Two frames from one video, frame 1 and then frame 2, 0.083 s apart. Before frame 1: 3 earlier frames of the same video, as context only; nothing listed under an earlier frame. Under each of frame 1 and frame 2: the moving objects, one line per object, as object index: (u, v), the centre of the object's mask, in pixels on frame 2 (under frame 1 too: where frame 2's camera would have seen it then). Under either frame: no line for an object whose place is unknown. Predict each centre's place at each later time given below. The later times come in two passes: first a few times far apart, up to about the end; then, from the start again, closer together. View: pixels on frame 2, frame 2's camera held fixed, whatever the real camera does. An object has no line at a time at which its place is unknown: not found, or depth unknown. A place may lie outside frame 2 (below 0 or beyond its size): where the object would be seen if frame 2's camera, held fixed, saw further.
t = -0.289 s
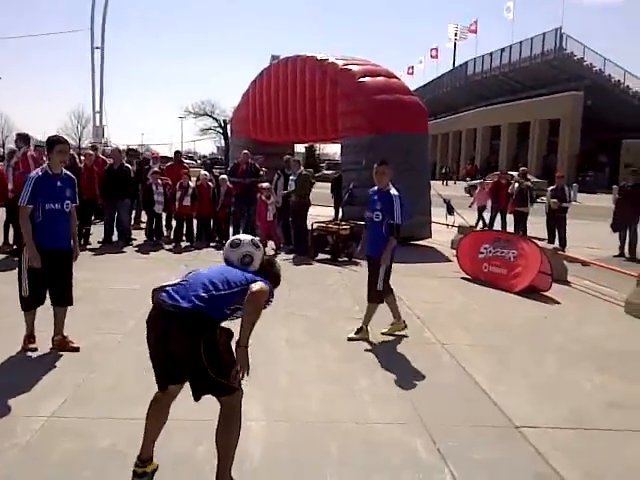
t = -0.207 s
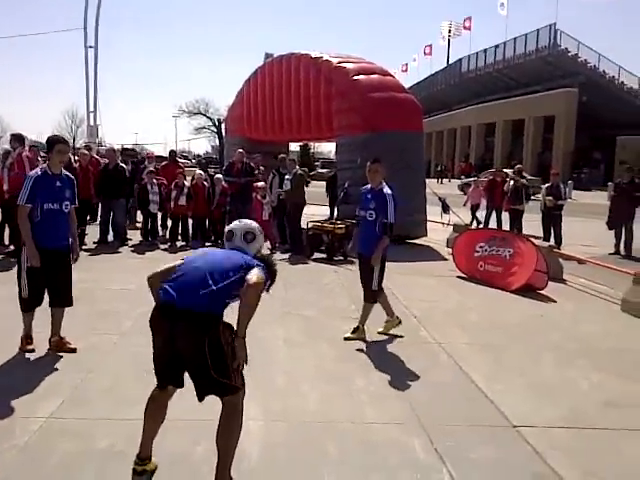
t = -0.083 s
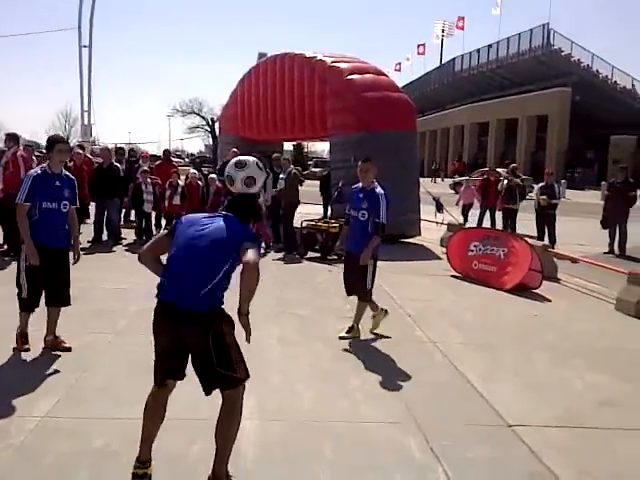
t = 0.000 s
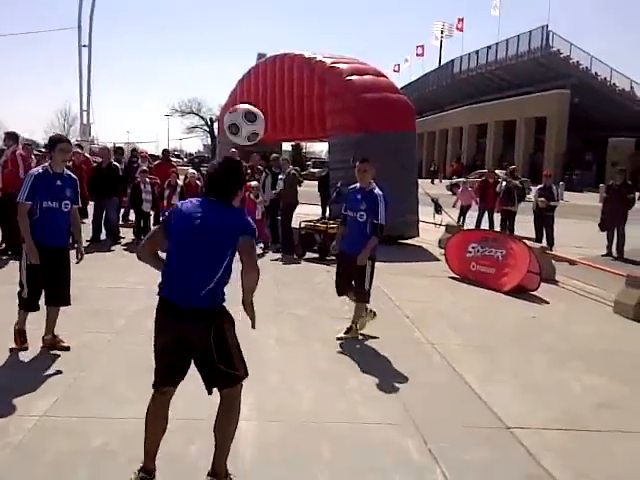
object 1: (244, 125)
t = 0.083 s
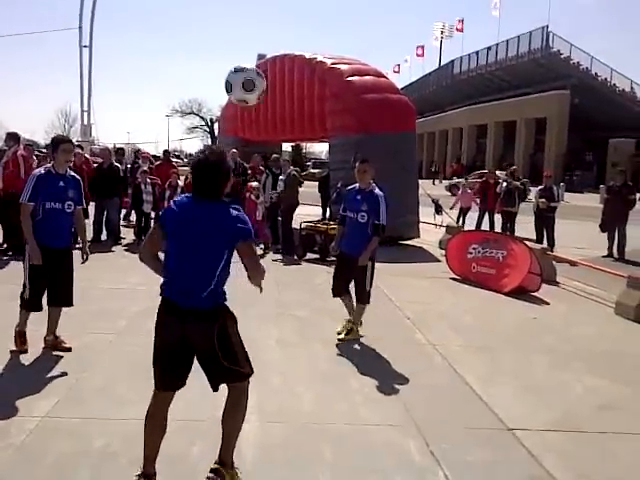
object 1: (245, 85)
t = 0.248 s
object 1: (245, 42)
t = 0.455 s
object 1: (241, 59)
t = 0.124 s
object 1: (246, 69)
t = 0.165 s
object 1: (245, 57)
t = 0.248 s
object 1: (245, 42)
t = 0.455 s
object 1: (241, 59)
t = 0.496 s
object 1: (239, 73)
